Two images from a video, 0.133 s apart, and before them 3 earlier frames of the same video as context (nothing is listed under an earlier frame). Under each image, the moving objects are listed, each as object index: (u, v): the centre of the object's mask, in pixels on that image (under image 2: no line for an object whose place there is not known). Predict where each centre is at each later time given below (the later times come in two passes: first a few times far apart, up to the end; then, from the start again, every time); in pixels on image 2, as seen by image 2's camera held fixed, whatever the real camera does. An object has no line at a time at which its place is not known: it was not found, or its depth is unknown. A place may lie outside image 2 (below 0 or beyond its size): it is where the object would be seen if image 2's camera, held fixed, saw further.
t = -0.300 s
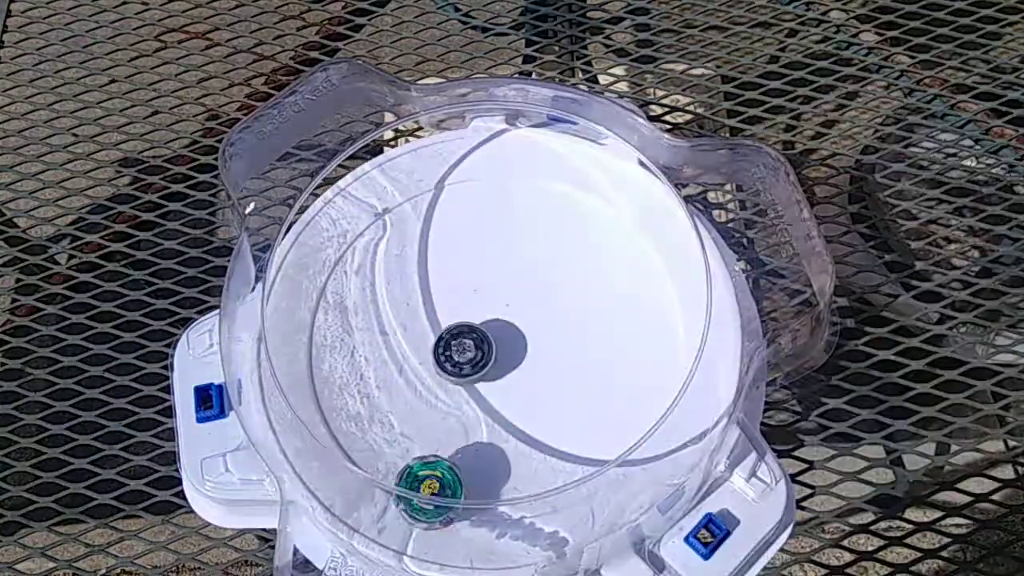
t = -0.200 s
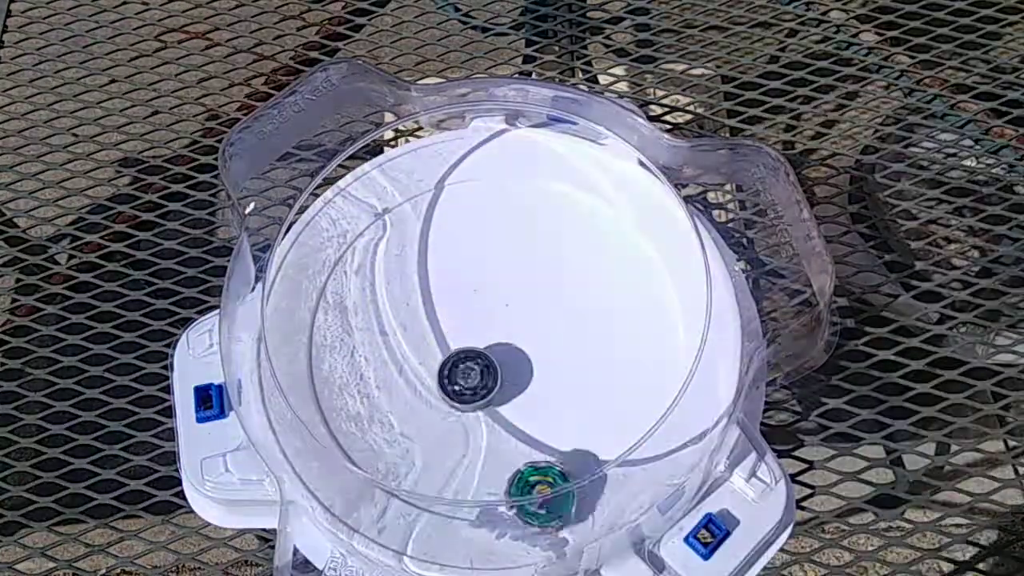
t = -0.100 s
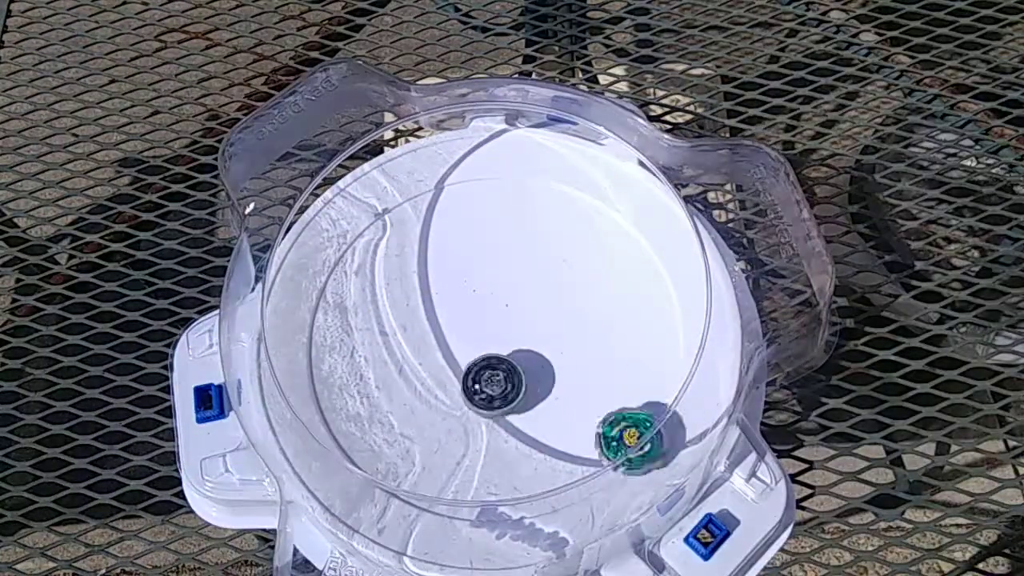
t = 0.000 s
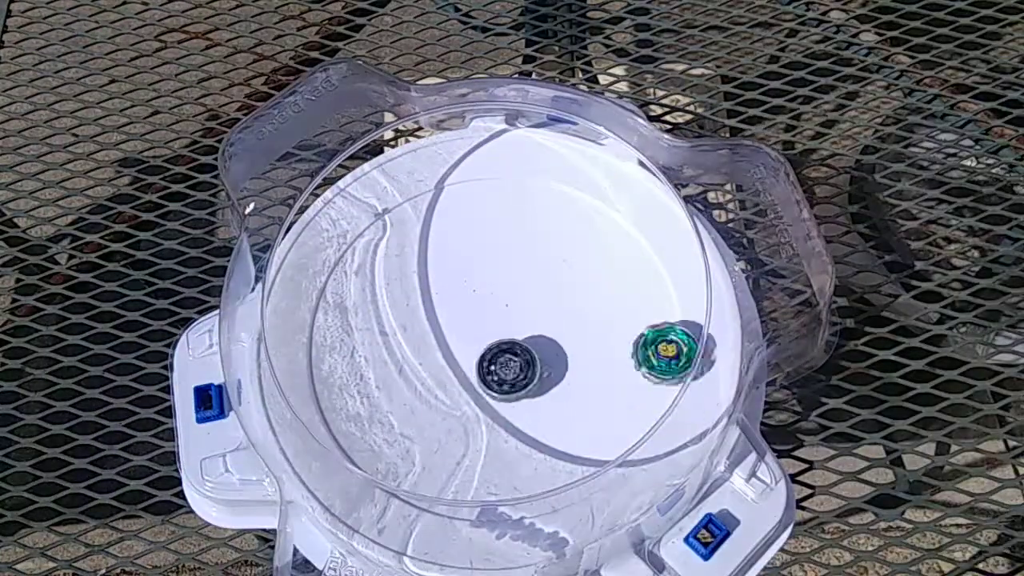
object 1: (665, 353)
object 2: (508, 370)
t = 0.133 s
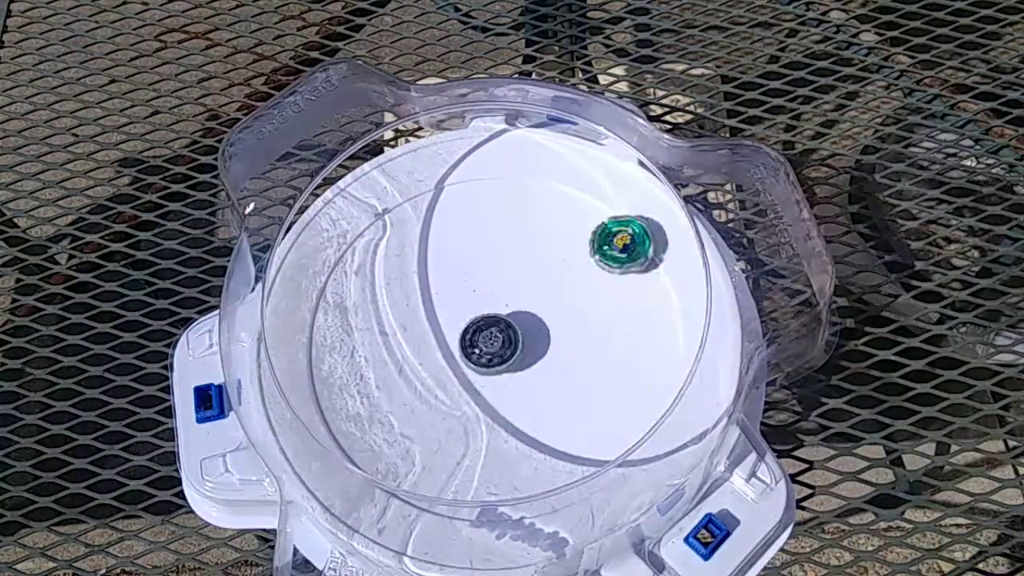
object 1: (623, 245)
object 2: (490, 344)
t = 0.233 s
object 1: (539, 202)
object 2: (462, 347)
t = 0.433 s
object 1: (355, 263)
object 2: (461, 388)
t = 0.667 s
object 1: (380, 472)
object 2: (502, 355)
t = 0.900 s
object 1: (606, 446)
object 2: (454, 344)
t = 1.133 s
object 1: (591, 256)
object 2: (469, 369)
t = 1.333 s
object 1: (416, 222)
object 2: (473, 339)
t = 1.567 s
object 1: (322, 395)
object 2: (450, 359)
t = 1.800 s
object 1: (524, 481)
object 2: (480, 348)
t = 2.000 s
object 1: (629, 338)
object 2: (473, 338)
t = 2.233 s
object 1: (500, 202)
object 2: (471, 345)
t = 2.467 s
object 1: (328, 301)
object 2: (476, 340)
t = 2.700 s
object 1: (433, 477)
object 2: (481, 340)
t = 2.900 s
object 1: (614, 421)
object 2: (483, 343)
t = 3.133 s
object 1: (599, 241)
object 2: (486, 342)
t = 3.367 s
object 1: (405, 231)
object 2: (488, 343)
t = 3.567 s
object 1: (339, 390)
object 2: (492, 347)
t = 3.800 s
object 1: (521, 491)
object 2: (493, 350)
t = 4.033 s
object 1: (640, 340)
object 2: (492, 353)
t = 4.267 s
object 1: (501, 220)
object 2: (489, 357)
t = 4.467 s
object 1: (346, 290)
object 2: (488, 360)
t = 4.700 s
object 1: (384, 471)
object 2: (486, 358)
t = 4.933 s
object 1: (591, 438)
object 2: (480, 358)
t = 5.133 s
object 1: (605, 284)
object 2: (479, 361)
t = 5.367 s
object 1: (439, 215)
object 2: (479, 357)
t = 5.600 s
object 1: (327, 357)
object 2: (473, 353)
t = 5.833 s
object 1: (482, 475)
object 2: (470, 357)
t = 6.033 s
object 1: (623, 381)
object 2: (476, 354)
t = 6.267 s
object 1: (560, 227)
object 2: (474, 344)
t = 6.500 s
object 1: (382, 259)
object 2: (468, 347)
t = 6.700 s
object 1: (362, 414)
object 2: (476, 351)
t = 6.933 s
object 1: (545, 467)
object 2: (483, 341)
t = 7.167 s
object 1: (625, 319)
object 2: (476, 338)
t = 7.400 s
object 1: (480, 230)
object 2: (477, 347)
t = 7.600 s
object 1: (352, 312)
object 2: (488, 347)
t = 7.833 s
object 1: (415, 466)
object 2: (490, 340)
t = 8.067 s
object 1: (591, 418)
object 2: (481, 342)
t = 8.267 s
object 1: (583, 278)
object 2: (482, 352)
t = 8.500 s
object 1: (427, 237)
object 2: (487, 355)
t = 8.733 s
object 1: (350, 373)
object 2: (489, 355)
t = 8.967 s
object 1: (503, 458)
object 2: (489, 355)
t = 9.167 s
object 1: (606, 358)
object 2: (488, 352)
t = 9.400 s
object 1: (528, 238)
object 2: (478, 352)
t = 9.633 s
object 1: (382, 295)
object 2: (474, 358)
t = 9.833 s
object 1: (405, 428)
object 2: (478, 361)
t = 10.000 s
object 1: (525, 454)
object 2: (483, 359)
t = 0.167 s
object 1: (597, 226)
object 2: (481, 341)
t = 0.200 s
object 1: (569, 211)
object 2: (471, 343)
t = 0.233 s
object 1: (539, 202)
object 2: (462, 347)
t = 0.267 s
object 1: (506, 198)
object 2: (456, 352)
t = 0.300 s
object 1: (472, 201)
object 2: (451, 360)
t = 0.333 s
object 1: (439, 209)
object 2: (448, 368)
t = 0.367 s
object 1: (408, 222)
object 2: (450, 376)
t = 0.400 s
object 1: (380, 240)
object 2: (454, 384)
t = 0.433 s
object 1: (355, 263)
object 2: (461, 388)
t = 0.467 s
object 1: (337, 291)
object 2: (471, 391)
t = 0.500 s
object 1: (324, 321)
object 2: (481, 392)
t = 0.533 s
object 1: (317, 353)
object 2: (490, 388)
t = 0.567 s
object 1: (317, 386)
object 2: (499, 381)
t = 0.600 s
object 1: (329, 417)
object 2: (502, 373)
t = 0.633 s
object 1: (353, 446)
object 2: (503, 364)
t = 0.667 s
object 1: (380, 472)
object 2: (502, 355)
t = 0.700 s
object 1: (413, 490)
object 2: (497, 348)
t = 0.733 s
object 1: (450, 501)
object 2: (491, 342)
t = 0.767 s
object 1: (486, 504)
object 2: (483, 337)
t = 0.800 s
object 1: (523, 497)
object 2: (475, 335)
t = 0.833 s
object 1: (554, 486)
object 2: (467, 335)
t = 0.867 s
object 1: (583, 469)
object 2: (461, 338)
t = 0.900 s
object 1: (606, 446)
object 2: (454, 344)
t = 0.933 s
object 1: (623, 418)
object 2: (450, 350)
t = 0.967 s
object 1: (635, 391)
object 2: (449, 357)
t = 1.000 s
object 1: (639, 360)
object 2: (449, 364)
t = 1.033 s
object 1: (636, 331)
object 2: (452, 368)
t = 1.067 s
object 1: (625, 303)
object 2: (457, 372)
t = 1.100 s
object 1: (611, 278)
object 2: (463, 372)
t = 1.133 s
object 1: (591, 256)
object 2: (469, 369)
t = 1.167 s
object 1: (567, 238)
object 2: (476, 365)
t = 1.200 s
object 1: (540, 224)
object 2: (480, 359)
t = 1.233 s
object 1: (510, 216)
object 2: (481, 353)
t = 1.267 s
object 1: (479, 213)
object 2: (481, 347)
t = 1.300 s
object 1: (447, 215)
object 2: (478, 343)
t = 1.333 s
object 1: (416, 222)
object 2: (473, 339)
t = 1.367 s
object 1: (387, 235)
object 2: (467, 335)
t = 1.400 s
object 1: (360, 252)
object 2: (462, 335)
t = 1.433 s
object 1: (340, 275)
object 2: (457, 337)
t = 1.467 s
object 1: (323, 301)
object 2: (453, 341)
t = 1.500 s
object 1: (312, 330)
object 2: (451, 347)
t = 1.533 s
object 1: (310, 362)
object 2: (449, 354)
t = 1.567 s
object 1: (322, 395)
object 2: (450, 359)
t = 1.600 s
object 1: (337, 426)
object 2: (452, 363)
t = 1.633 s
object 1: (358, 451)
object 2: (456, 365)
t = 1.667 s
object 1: (386, 470)
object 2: (460, 363)
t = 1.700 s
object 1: (418, 486)
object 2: (466, 361)
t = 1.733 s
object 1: (452, 492)
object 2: (472, 357)
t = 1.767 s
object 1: (489, 489)
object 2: (477, 352)
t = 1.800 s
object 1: (524, 481)
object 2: (480, 348)
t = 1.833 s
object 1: (553, 464)
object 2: (482, 343)
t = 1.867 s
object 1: (580, 446)
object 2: (483, 340)
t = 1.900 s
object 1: (603, 423)
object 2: (481, 338)
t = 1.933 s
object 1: (619, 396)
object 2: (479, 336)
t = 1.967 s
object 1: (627, 367)
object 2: (476, 336)
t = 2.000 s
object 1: (629, 338)
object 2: (473, 338)
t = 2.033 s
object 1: (624, 309)
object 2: (470, 338)
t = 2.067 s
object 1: (613, 283)
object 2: (470, 340)
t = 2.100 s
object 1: (599, 259)
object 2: (469, 342)
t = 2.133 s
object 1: (578, 238)
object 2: (469, 343)
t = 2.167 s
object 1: (556, 222)
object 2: (470, 343)
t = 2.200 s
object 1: (528, 209)
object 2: (471, 344)
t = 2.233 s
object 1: (500, 202)
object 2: (471, 345)
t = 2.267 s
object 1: (470, 200)
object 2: (472, 344)
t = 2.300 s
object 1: (440, 204)
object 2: (473, 343)
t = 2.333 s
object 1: (410, 214)
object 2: (474, 343)
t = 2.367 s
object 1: (383, 228)
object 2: (474, 342)
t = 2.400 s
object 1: (359, 248)
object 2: (475, 341)
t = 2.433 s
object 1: (341, 273)
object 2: (476, 340)
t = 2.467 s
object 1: (328, 301)
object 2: (476, 340)
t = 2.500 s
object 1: (322, 332)
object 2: (476, 339)
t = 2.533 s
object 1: (323, 363)
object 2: (477, 338)
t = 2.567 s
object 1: (332, 392)
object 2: (478, 338)
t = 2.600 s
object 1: (349, 421)
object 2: (479, 338)
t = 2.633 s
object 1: (372, 444)
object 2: (479, 339)
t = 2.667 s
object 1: (400, 462)
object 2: (480, 339)
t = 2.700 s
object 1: (433, 477)
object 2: (481, 340)
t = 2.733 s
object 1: (467, 483)
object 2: (482, 341)
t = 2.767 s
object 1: (502, 483)
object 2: (482, 341)
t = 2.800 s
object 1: (535, 476)
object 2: (482, 341)
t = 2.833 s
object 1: (565, 462)
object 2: (483, 341)
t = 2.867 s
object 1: (592, 443)
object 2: (483, 342)
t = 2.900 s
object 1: (614, 421)
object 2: (483, 343)
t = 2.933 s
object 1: (630, 396)
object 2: (483, 342)
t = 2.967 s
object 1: (640, 368)
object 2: (484, 342)
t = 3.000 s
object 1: (644, 340)
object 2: (485, 343)
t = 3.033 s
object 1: (641, 312)
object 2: (485, 343)
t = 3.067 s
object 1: (632, 286)
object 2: (485, 342)
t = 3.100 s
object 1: (618, 262)
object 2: (486, 342)
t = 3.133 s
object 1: (599, 241)
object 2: (486, 342)
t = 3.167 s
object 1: (576, 225)
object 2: (486, 342)
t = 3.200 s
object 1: (550, 213)
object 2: (486, 342)
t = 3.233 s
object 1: (521, 206)
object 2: (487, 343)
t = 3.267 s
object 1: (492, 204)
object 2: (487, 343)
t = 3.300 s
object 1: (461, 208)
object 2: (488, 343)
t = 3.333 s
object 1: (432, 217)
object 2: (488, 343)
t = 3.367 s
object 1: (405, 231)
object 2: (488, 343)
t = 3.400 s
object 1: (380, 250)
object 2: (489, 344)
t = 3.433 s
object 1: (361, 274)
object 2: (489, 345)
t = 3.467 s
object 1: (346, 300)
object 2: (489, 345)
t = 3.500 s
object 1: (337, 329)
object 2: (490, 346)
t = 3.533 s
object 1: (335, 359)
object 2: (492, 346)
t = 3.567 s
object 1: (339, 390)
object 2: (492, 347)
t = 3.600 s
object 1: (351, 419)
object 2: (492, 348)
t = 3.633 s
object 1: (370, 443)
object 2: (492, 348)
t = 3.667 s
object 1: (393, 464)
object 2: (493, 348)
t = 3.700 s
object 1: (421, 482)
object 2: (494, 348)
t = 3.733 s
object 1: (453, 492)
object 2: (494, 349)
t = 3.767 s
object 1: (486, 496)
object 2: (494, 350)
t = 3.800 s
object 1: (521, 491)
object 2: (493, 350)
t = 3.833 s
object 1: (551, 482)
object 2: (494, 350)
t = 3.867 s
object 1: (581, 467)
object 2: (494, 350)
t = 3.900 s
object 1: (605, 447)
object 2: (493, 351)
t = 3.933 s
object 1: (622, 422)
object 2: (493, 351)
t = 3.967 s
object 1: (635, 396)
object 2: (492, 351)
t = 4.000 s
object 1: (641, 369)
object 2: (492, 352)
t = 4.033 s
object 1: (640, 340)
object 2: (492, 353)
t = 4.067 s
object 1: (633, 314)
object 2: (491, 354)
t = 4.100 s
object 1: (621, 289)
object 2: (490, 354)
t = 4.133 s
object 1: (604, 267)
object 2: (489, 355)
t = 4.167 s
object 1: (583, 249)
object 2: (489, 355)
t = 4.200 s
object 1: (558, 235)
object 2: (489, 356)
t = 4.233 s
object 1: (530, 225)
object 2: (489, 357)
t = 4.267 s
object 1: (501, 220)
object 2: (489, 357)
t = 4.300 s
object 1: (471, 220)
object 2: (488, 357)
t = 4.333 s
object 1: (442, 226)
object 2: (489, 358)
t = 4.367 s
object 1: (413, 235)
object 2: (489, 358)
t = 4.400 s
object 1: (388, 249)
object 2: (489, 359)
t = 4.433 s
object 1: (365, 268)
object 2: (488, 360)
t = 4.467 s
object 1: (346, 290)
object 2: (488, 360)
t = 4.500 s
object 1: (333, 316)
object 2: (488, 359)
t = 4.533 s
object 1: (325, 344)
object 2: (488, 359)
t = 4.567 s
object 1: (324, 373)
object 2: (488, 360)
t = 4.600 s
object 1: (330, 401)
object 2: (488, 360)
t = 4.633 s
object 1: (342, 427)
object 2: (487, 359)
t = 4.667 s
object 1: (360, 452)
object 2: (487, 359)
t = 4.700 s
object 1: (384, 471)
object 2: (486, 358)
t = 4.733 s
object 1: (413, 485)
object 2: (486, 358)
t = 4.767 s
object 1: (444, 493)
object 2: (486, 358)
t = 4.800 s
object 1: (479, 494)
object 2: (484, 358)
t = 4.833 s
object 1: (511, 489)
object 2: (483, 358)
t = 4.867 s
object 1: (541, 477)
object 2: (482, 358)
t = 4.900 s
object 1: (569, 460)
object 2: (481, 358)
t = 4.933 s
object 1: (591, 438)
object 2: (480, 358)
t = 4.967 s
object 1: (608, 415)
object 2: (479, 359)
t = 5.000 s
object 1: (618, 388)
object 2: (479, 360)
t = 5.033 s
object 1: (622, 361)
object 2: (478, 361)
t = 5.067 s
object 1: (622, 334)
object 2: (478, 361)
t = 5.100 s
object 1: (616, 308)
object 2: (478, 361)
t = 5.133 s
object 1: (605, 284)
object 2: (479, 361)
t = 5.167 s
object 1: (589, 262)
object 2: (479, 361)
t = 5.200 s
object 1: (568, 244)
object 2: (479, 361)
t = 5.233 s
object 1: (547, 230)
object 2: (479, 361)
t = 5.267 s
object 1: (521, 219)
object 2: (479, 361)
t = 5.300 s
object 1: (494, 214)
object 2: (479, 360)
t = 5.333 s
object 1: (466, 212)
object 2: (479, 359)
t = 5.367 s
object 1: (439, 215)
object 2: (479, 357)
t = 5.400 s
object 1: (411, 225)
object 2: (479, 357)
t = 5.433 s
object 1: (387, 238)
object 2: (478, 356)
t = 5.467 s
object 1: (365, 255)
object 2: (477, 355)
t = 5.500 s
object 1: (347, 276)
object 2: (476, 355)
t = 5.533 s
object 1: (334, 301)
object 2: (475, 354)
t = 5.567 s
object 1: (328, 329)
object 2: (474, 353)
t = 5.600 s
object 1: (327, 357)
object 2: (473, 353)
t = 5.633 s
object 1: (334, 385)
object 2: (472, 353)
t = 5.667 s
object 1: (346, 412)
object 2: (471, 354)
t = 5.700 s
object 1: (366, 435)
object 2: (471, 355)
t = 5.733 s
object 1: (391, 452)
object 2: (470, 356)
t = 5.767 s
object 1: (420, 465)
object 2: (470, 356)
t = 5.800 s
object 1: (451, 472)
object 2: (470, 356)
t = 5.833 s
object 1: (482, 475)
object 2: (470, 357)
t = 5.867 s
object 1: (514, 471)
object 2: (471, 356)
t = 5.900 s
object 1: (545, 461)
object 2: (472, 356)
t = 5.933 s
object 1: (571, 447)
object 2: (473, 356)
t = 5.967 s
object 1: (594, 429)
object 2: (474, 356)
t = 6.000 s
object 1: (611, 406)
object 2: (475, 355)
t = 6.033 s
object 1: (623, 381)
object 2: (476, 354)
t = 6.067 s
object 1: (629, 355)
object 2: (477, 352)
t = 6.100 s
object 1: (629, 329)
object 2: (477, 351)
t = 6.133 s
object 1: (624, 304)
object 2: (477, 349)
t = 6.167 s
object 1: (615, 280)
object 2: (476, 348)
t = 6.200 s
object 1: (601, 260)
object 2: (476, 346)
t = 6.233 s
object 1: (582, 241)
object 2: (475, 345)
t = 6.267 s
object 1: (560, 227)
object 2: (474, 344)
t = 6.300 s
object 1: (535, 218)
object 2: (473, 344)
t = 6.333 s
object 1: (509, 213)
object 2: (471, 343)
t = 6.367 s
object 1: (482, 212)
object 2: (470, 344)
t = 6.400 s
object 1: (454, 217)
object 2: (468, 345)
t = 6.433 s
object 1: (429, 227)
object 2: (468, 345)
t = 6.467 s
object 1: (404, 241)
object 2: (468, 346)
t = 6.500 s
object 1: (382, 259)
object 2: (468, 347)
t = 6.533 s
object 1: (366, 281)
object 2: (469, 348)
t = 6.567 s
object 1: (353, 306)
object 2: (470, 349)
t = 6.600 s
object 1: (346, 333)
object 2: (471, 350)
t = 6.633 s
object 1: (346, 360)
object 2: (473, 351)
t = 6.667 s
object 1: (351, 389)
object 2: (474, 351)
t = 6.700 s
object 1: (362, 414)
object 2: (476, 351)
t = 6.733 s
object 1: (380, 438)
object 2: (478, 350)
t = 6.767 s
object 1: (403, 456)
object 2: (479, 349)
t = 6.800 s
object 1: (429, 468)
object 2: (481, 347)
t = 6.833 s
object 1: (458, 474)
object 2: (482, 345)
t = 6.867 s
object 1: (488, 481)
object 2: (483, 344)
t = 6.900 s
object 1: (517, 476)
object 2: (483, 342)
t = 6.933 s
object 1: (545, 467)
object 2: (483, 341)
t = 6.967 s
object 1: (571, 454)
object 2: (482, 339)
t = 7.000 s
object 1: (593, 439)
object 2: (482, 338)
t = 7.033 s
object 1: (612, 418)
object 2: (481, 338)
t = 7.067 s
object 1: (624, 394)
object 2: (480, 337)
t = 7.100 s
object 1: (629, 369)
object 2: (479, 337)
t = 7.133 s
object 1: (630, 343)
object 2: (477, 336)
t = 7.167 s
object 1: (625, 319)
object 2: (476, 338)
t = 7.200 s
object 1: (615, 296)
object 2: (475, 338)
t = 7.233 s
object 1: (599, 276)
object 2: (474, 340)
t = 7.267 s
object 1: (581, 259)
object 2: (474, 341)
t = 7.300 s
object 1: (559, 245)
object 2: (474, 343)
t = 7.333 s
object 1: (534, 236)
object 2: (475, 344)
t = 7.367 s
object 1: (507, 231)
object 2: (476, 346)
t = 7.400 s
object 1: (480, 230)
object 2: (477, 347)
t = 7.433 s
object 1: (454, 234)
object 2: (479, 347)
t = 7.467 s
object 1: (428, 242)
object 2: (481, 348)
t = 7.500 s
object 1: (404, 255)
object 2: (483, 348)
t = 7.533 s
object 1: (382, 270)
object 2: (485, 348)
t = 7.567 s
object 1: (364, 290)
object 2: (486, 348)
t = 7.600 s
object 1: (352, 312)
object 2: (488, 347)
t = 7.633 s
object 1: (343, 338)
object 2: (489, 346)
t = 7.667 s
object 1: (340, 363)
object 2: (490, 345)
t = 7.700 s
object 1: (343, 390)
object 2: (491, 343)
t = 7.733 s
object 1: (352, 414)
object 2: (491, 342)
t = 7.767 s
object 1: (369, 437)
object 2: (491, 341)
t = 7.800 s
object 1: (390, 454)
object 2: (490, 340)
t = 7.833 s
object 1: (415, 466)
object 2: (490, 340)
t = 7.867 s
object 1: (442, 473)
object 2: (489, 339)
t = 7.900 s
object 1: (471, 476)
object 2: (487, 339)
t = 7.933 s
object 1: (499, 474)
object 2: (486, 339)
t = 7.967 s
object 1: (527, 468)
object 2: (484, 339)
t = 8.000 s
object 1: (553, 456)
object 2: (483, 340)
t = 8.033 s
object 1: (574, 439)
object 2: (482, 341)
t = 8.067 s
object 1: (591, 418)
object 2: (481, 342)
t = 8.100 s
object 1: (603, 394)
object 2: (480, 344)
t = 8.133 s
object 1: (608, 369)
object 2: (480, 346)
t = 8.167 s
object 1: (609, 345)
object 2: (480, 348)
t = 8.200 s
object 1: (605, 321)
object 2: (481, 349)
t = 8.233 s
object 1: (596, 299)
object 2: (482, 350)
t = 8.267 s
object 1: (583, 278)
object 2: (482, 352)
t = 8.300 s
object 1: (566, 261)
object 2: (483, 352)
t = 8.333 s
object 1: (546, 247)
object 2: (484, 353)
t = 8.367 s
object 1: (524, 236)
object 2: (484, 355)
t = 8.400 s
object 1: (500, 230)
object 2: (485, 355)
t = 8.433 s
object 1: (475, 228)
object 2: (486, 355)
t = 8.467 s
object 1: (451, 231)
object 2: (487, 355)
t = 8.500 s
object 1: (427, 237)
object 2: (487, 355)
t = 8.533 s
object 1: (405, 248)
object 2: (487, 355)
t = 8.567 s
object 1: (385, 262)
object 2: (488, 355)
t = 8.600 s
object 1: (368, 279)
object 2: (488, 355)
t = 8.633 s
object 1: (355, 301)
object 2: (488, 355)
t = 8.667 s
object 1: (348, 324)
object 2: (489, 355)
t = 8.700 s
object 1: (346, 348)
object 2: (489, 355)
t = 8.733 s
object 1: (350, 373)
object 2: (489, 355)
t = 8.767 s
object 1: (359, 397)
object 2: (489, 356)
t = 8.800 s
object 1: (375, 418)
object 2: (489, 356)
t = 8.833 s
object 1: (394, 435)
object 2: (489, 356)
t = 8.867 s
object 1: (419, 449)
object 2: (489, 356)
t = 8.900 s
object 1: (446, 457)
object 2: (490, 356)
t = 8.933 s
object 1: (474, 460)
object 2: (489, 356)
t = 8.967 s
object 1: (503, 458)
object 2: (489, 355)
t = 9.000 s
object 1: (529, 451)
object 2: (489, 355)
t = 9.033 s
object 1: (554, 438)
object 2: (489, 355)
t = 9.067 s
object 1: (572, 422)
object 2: (489, 354)
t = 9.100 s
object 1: (590, 402)
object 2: (489, 354)
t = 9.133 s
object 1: (600, 381)
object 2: (488, 353)
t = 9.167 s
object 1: (606, 358)
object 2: (488, 352)
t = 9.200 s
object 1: (607, 336)
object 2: (487, 352)
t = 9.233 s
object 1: (605, 313)
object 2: (485, 351)
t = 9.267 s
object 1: (597, 293)
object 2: (484, 351)
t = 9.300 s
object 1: (583, 274)
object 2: (482, 351)
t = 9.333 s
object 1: (568, 258)
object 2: (480, 350)
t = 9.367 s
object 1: (549, 246)
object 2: (479, 351)
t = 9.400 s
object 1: (528, 238)
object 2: (478, 352)
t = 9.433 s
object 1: (504, 233)
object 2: (476, 352)
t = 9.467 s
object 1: (480, 233)
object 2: (476, 353)
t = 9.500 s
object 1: (456, 238)
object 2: (475, 354)
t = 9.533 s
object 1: (434, 247)
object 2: (475, 355)
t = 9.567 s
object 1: (412, 259)
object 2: (474, 356)
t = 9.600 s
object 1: (395, 276)
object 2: (474, 357)
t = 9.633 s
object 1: (382, 295)
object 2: (474, 358)
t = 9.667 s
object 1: (372, 317)
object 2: (475, 359)
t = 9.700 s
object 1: (369, 340)
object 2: (475, 359)
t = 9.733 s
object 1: (369, 364)
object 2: (476, 360)
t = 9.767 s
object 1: (376, 387)
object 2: (477, 360)
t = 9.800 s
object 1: (389, 408)
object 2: (478, 361)
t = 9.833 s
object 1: (405, 428)
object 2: (478, 361)
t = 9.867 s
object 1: (425, 442)
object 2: (480, 361)
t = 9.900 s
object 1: (447, 452)
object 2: (481, 360)
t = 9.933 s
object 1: (473, 458)
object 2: (481, 360)
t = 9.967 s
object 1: (499, 458)
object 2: (482, 359)
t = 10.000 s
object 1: (525, 454)
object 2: (483, 359)
